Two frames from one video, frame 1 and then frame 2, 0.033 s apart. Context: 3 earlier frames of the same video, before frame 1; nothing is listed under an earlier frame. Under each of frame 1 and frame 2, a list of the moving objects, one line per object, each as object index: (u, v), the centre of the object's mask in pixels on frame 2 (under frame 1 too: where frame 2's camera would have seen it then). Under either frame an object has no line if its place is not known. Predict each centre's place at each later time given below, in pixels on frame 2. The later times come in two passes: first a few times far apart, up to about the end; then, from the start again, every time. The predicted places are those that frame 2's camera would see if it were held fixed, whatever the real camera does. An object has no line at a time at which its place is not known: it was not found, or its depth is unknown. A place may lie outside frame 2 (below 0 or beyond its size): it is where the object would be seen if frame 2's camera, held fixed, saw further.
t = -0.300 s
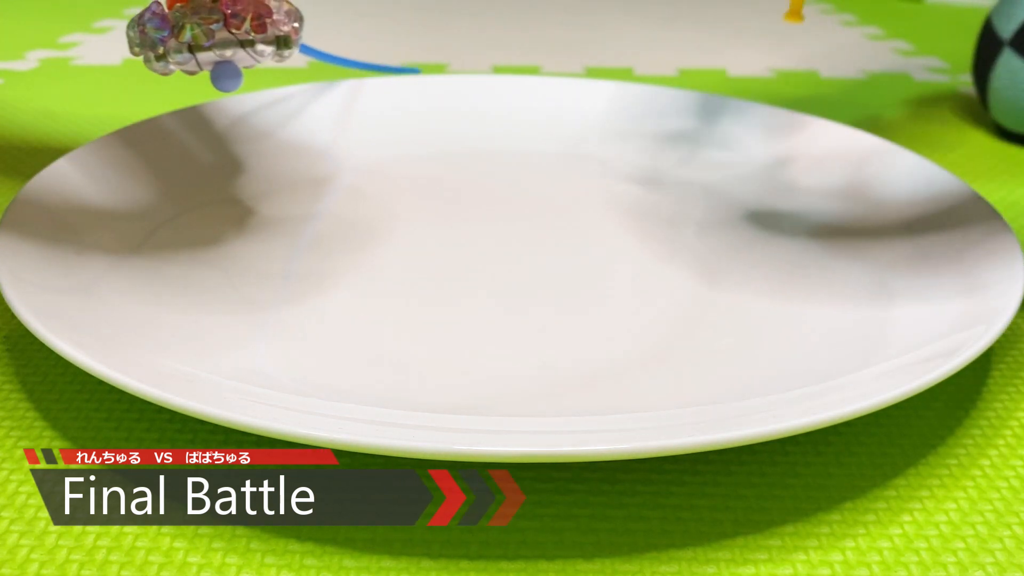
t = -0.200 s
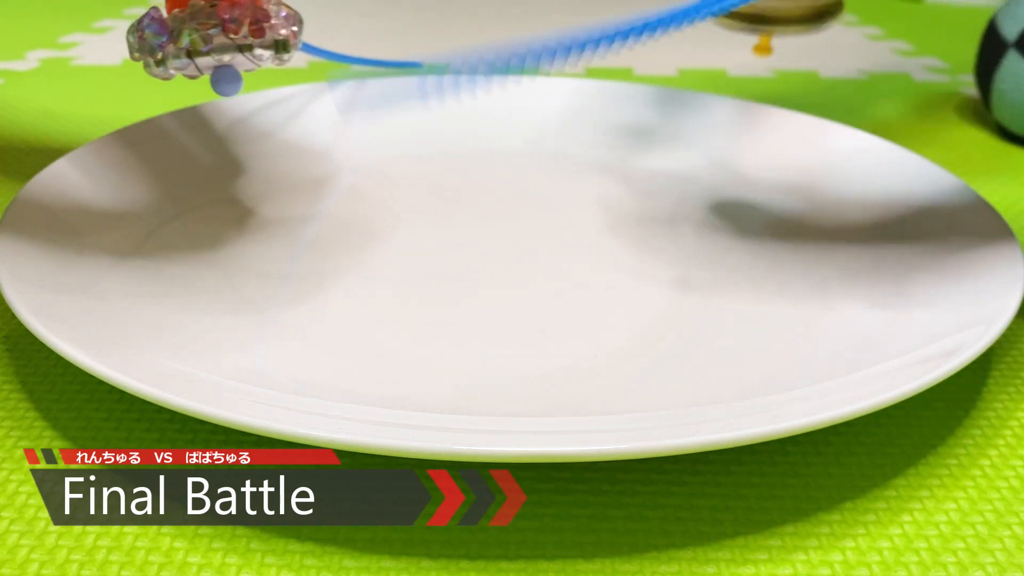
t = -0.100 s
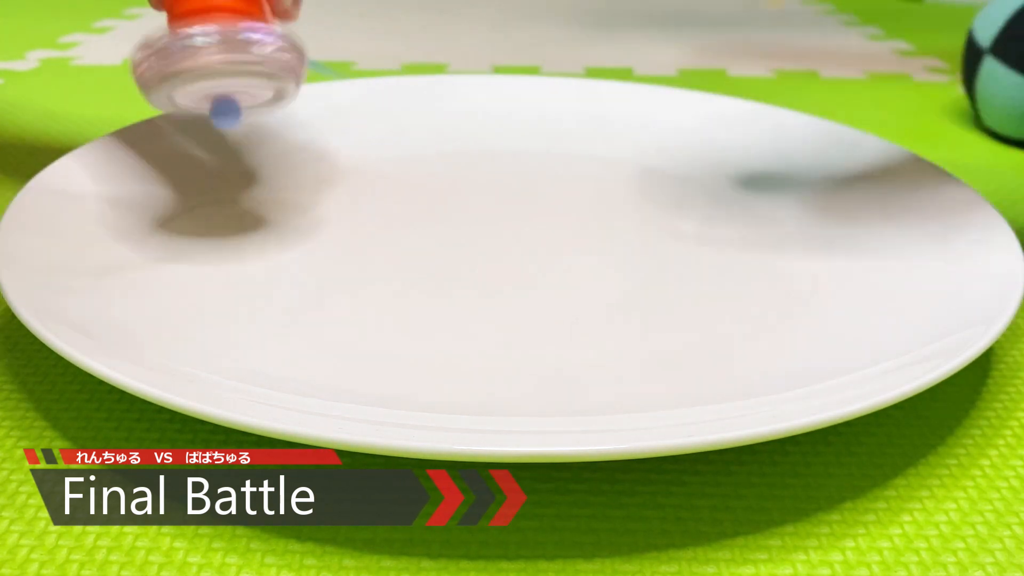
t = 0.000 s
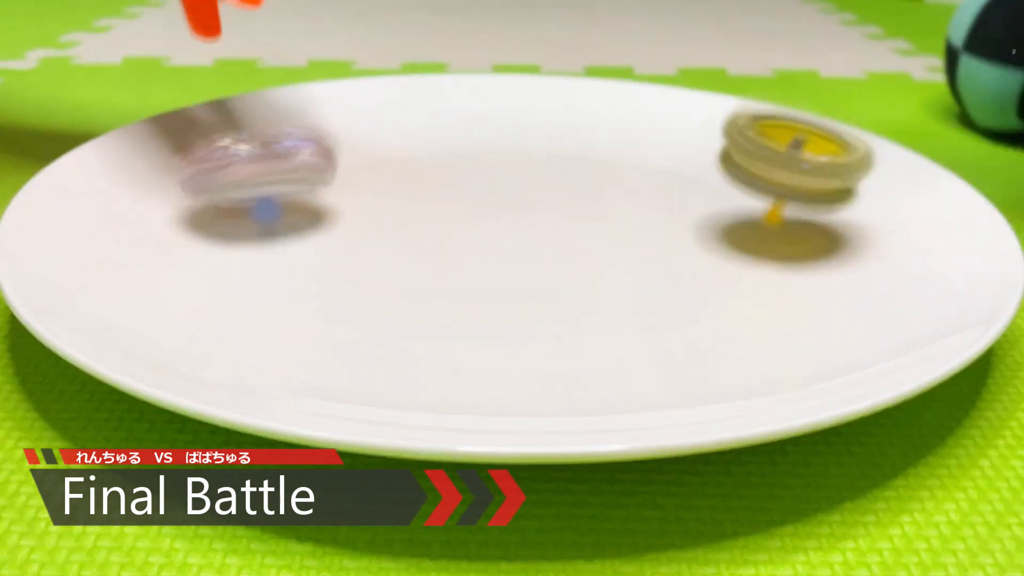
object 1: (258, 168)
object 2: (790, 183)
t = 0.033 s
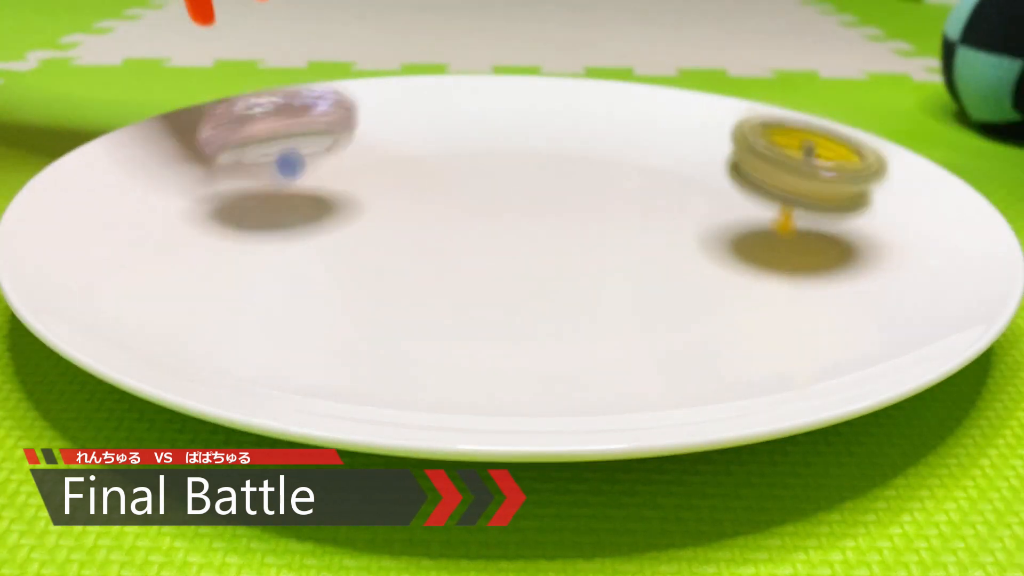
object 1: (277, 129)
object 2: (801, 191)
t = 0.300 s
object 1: (443, 154)
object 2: (774, 246)
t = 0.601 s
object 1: (558, 152)
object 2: (705, 212)
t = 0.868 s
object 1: (308, 226)
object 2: (909, 139)
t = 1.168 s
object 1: (392, 282)
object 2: (627, 129)
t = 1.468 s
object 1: (702, 281)
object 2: (608, 144)
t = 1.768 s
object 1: (777, 252)
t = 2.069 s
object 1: (762, 313)
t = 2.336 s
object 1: (568, 298)
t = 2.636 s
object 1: (398, 330)
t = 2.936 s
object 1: (485, 298)
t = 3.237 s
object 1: (233, 267)
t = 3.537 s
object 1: (283, 232)
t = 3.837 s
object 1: (343, 223)
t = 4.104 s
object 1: (222, 235)
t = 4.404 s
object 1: (293, 223)
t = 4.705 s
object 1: (327, 214)
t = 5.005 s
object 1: (368, 207)
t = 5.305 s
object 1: (419, 201)
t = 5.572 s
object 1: (465, 199)
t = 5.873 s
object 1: (468, 200)
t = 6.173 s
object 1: (430, 193)
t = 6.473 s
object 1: (415, 193)
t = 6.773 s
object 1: (392, 194)
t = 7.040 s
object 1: (389, 186)
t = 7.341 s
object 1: (397, 172)
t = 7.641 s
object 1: (355, 97)
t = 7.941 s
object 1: (389, 120)
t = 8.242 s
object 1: (459, 127)
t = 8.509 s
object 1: (514, 137)
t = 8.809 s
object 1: (505, 98)
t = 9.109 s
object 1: (470, 122)
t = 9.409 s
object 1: (450, 136)
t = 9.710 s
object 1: (432, 144)
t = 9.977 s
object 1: (410, 145)
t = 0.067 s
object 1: (302, 114)
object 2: (808, 217)
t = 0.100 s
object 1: (330, 129)
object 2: (815, 224)
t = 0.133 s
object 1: (357, 159)
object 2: (821, 234)
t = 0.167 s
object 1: (376, 153)
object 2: (822, 239)
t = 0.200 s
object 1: (394, 152)
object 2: (816, 247)
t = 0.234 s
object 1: (412, 155)
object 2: (806, 244)
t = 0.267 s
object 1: (428, 154)
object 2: (791, 247)
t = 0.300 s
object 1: (443, 154)
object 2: (774, 246)
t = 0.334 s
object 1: (458, 158)
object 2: (756, 246)
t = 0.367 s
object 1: (472, 156)
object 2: (737, 248)
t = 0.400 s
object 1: (488, 164)
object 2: (721, 245)
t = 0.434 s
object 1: (502, 163)
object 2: (708, 241)
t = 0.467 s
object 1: (515, 158)
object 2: (698, 235)
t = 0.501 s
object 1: (527, 160)
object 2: (694, 231)
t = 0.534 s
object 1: (540, 173)
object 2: (694, 224)
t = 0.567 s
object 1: (548, 149)
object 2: (697, 219)
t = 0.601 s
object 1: (558, 152)
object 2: (705, 212)
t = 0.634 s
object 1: (537, 172)
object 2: (755, 212)
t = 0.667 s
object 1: (507, 204)
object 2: (818, 211)
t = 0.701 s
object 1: (480, 201)
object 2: (869, 203)
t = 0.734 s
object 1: (448, 208)
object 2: (910, 190)
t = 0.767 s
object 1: (419, 217)
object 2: (936, 172)
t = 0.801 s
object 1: (385, 223)
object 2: (940, 155)
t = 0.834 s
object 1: (347, 235)
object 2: (936, 151)
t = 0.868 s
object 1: (308, 226)
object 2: (909, 139)
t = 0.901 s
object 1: (272, 247)
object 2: (875, 145)
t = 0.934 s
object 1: (237, 255)
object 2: (833, 150)
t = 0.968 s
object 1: (206, 272)
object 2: (789, 149)
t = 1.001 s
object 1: (198, 265)
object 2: (751, 145)
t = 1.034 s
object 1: (202, 279)
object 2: (716, 142)
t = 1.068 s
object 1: (234, 282)
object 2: (686, 138)
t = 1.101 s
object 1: (288, 281)
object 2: (663, 134)
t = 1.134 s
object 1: (347, 304)
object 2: (643, 132)
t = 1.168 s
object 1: (392, 282)
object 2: (627, 129)
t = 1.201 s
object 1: (439, 298)
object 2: (616, 129)
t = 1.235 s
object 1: (481, 278)
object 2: (608, 128)
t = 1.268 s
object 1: (520, 288)
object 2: (606, 128)
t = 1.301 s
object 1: (558, 272)
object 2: (605, 128)
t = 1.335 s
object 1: (593, 284)
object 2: (603, 131)
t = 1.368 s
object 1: (625, 274)
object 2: (603, 133)
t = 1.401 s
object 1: (654, 282)
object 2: (605, 135)
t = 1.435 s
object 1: (678, 282)
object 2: (605, 140)
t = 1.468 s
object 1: (702, 281)
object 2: (608, 144)
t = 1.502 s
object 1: (721, 280)
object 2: (611, 148)
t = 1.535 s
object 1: (739, 277)
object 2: (614, 152)
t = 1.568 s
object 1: (751, 273)
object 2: (619, 156)
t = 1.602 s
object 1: (761, 270)
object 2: (622, 163)
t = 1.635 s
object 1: (769, 267)
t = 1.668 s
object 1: (774, 265)
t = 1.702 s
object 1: (778, 262)
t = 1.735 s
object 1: (779, 257)
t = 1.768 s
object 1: (777, 252)
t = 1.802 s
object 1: (775, 246)
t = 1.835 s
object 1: (778, 245)
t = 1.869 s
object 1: (795, 262)
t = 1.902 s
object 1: (814, 281)
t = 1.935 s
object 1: (825, 295)
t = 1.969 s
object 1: (824, 304)
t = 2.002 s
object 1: (807, 308)
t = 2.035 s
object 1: (786, 312)
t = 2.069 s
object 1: (762, 313)
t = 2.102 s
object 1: (736, 310)
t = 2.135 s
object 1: (714, 306)
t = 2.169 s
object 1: (693, 301)
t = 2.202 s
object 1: (670, 298)
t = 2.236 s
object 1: (648, 296)
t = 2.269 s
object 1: (624, 294)
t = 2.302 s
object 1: (598, 295)
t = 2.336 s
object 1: (568, 298)
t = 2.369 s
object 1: (536, 303)
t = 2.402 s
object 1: (501, 309)
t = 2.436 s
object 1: (468, 315)
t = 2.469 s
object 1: (442, 321)
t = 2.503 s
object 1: (416, 326)
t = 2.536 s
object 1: (399, 330)
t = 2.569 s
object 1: (390, 331)
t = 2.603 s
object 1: (389, 331)
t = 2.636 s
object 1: (398, 330)
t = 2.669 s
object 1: (411, 329)
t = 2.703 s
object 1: (432, 325)
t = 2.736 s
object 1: (452, 322)
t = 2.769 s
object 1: (472, 318)
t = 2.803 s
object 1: (488, 315)
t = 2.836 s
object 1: (497, 311)
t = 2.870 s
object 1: (500, 307)
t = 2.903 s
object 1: (494, 303)
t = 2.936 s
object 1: (485, 298)
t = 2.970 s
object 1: (469, 293)
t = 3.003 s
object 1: (450, 289)
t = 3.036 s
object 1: (424, 284)
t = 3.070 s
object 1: (395, 281)
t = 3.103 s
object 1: (360, 277)
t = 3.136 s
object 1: (324, 276)
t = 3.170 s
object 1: (284, 274)
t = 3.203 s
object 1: (255, 271)
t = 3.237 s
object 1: (233, 267)
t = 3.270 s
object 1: (221, 263)
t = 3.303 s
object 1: (215, 259)
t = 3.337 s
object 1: (216, 254)
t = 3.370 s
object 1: (223, 250)
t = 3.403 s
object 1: (234, 245)
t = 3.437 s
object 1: (247, 242)
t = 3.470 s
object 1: (260, 238)
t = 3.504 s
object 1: (273, 234)
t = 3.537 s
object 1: (283, 232)
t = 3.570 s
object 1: (293, 229)
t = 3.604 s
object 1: (301, 227)
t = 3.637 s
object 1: (309, 225)
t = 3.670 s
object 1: (316, 225)
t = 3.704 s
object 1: (323, 224)
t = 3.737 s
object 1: (329, 224)
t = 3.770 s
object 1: (334, 222)
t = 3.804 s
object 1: (338, 222)
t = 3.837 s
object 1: (343, 223)
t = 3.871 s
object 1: (316, 226)
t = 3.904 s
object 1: (287, 230)
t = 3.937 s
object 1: (262, 234)
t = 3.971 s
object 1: (242, 237)
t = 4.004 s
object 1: (227, 237)
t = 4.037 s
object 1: (219, 237)
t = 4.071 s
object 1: (218, 236)
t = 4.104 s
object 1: (222, 235)
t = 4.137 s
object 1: (229, 233)
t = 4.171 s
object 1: (240, 232)
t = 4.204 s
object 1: (251, 230)
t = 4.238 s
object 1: (260, 228)
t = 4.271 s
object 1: (268, 227)
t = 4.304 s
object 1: (275, 225)
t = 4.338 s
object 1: (282, 224)
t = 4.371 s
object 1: (288, 223)
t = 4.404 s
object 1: (293, 223)
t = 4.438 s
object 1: (298, 222)
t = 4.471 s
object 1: (302, 220)
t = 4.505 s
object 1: (307, 220)
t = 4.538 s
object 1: (311, 219)
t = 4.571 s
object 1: (315, 218)
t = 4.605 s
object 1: (318, 217)
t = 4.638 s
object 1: (321, 216)
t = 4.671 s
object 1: (324, 215)
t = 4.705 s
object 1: (327, 214)
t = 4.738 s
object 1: (331, 214)
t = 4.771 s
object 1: (334, 213)
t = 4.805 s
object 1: (339, 212)
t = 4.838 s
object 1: (343, 211)
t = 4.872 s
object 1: (348, 211)
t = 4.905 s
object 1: (352, 209)
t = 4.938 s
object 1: (357, 208)
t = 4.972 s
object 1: (363, 208)
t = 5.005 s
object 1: (368, 207)
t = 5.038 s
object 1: (373, 206)
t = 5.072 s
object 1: (379, 205)
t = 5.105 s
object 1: (384, 205)
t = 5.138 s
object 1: (389, 204)
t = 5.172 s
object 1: (395, 204)
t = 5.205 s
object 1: (400, 203)
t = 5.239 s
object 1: (406, 201)
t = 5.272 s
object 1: (412, 200)
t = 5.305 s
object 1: (419, 201)
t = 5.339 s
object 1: (426, 200)
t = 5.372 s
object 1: (432, 199)
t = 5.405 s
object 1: (439, 198)
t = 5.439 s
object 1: (444, 199)
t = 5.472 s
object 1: (450, 198)
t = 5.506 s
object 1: (456, 199)
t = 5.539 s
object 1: (460, 198)
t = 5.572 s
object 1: (465, 199)
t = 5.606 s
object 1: (470, 200)
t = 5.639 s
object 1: (475, 200)
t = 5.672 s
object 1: (480, 200)
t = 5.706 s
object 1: (484, 200)
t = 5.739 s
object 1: (489, 201)
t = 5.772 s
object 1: (485, 200)
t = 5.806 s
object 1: (478, 200)
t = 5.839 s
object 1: (472, 199)
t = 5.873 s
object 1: (468, 200)
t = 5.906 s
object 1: (466, 200)
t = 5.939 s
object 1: (465, 199)
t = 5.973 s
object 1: (465, 200)
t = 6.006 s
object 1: (464, 200)
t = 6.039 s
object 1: (462, 201)
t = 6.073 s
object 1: (452, 197)
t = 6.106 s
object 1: (442, 196)
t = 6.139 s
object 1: (435, 194)
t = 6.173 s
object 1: (430, 193)
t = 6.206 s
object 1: (427, 192)
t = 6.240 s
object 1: (424, 191)
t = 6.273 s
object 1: (423, 191)
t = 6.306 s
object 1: (422, 191)
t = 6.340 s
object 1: (420, 191)
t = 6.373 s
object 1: (419, 192)
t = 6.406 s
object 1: (418, 192)
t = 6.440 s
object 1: (416, 193)
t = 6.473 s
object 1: (415, 193)
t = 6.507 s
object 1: (413, 194)
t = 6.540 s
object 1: (411, 194)
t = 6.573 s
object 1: (409, 195)
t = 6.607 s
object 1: (406, 194)
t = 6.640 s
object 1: (403, 195)
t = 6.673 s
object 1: (401, 194)
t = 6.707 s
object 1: (398, 194)
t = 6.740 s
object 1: (395, 195)
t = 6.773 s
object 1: (392, 194)
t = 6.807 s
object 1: (390, 193)
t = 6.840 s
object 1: (388, 192)
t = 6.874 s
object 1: (387, 192)
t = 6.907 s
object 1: (386, 192)
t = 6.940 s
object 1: (386, 190)
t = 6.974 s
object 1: (387, 189)
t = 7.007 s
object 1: (387, 187)
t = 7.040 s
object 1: (389, 186)
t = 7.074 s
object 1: (391, 185)
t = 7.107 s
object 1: (393, 184)
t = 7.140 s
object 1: (395, 184)
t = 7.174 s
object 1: (397, 182)
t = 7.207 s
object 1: (398, 182)
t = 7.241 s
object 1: (398, 181)
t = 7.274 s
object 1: (397, 179)
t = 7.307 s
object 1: (396, 177)
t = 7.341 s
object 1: (397, 172)
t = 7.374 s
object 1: (393, 156)
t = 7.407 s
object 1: (382, 143)
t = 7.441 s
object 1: (372, 131)
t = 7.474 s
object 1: (365, 121)
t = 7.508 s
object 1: (359, 110)
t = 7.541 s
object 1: (357, 104)
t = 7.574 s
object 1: (355, 98)
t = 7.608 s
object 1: (355, 98)
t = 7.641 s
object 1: (355, 97)
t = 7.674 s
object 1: (358, 99)
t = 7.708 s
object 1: (359, 103)
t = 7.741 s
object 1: (361, 105)
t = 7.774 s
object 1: (363, 107)
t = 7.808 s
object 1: (368, 111)
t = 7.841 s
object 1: (372, 114)
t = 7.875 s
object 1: (378, 116)
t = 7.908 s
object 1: (383, 117)
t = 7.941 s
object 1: (389, 120)
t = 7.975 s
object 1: (395, 121)
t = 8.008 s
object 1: (402, 122)
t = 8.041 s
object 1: (409, 123)
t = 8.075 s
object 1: (418, 125)
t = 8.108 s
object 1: (425, 124)
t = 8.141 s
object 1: (433, 125)
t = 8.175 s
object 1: (441, 126)
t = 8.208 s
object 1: (451, 128)
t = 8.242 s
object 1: (459, 127)
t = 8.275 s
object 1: (467, 129)
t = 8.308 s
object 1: (477, 130)
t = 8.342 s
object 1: (485, 130)
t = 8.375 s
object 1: (493, 132)
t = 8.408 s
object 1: (499, 133)
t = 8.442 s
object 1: (505, 135)
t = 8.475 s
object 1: (510, 135)
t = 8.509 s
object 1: (514, 137)
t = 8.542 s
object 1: (517, 138)
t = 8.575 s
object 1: (524, 133)
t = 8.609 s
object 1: (524, 126)
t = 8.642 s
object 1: (521, 113)
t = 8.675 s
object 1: (517, 103)
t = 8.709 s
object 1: (514, 99)
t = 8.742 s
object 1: (511, 97)
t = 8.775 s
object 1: (507, 97)
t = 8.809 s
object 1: (505, 98)
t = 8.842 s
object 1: (501, 99)
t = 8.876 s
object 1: (497, 104)
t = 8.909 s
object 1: (493, 108)
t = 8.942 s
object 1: (487, 111)
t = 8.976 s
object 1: (483, 115)
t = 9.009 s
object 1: (479, 116)
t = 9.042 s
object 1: (476, 119)
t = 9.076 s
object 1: (474, 121)
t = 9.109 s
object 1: (470, 122)
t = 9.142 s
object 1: (468, 124)
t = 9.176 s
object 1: (465, 125)
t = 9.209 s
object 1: (462, 127)
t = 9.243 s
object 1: (461, 128)
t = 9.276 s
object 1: (457, 130)
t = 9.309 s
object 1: (457, 131)
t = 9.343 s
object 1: (454, 132)
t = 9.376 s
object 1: (452, 134)
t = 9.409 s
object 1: (450, 136)
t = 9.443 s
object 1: (447, 137)
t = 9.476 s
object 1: (446, 137)
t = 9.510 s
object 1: (443, 138)
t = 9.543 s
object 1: (440, 138)
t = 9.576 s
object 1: (438, 140)
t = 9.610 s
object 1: (435, 141)
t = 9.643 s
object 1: (434, 142)
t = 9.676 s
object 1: (433, 143)
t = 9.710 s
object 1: (432, 144)
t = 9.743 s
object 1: (428, 145)
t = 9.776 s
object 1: (427, 146)
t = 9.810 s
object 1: (422, 145)
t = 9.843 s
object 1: (420, 146)
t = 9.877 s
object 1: (417, 146)
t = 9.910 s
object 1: (415, 147)
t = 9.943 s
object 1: (413, 145)
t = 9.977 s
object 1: (410, 145)
